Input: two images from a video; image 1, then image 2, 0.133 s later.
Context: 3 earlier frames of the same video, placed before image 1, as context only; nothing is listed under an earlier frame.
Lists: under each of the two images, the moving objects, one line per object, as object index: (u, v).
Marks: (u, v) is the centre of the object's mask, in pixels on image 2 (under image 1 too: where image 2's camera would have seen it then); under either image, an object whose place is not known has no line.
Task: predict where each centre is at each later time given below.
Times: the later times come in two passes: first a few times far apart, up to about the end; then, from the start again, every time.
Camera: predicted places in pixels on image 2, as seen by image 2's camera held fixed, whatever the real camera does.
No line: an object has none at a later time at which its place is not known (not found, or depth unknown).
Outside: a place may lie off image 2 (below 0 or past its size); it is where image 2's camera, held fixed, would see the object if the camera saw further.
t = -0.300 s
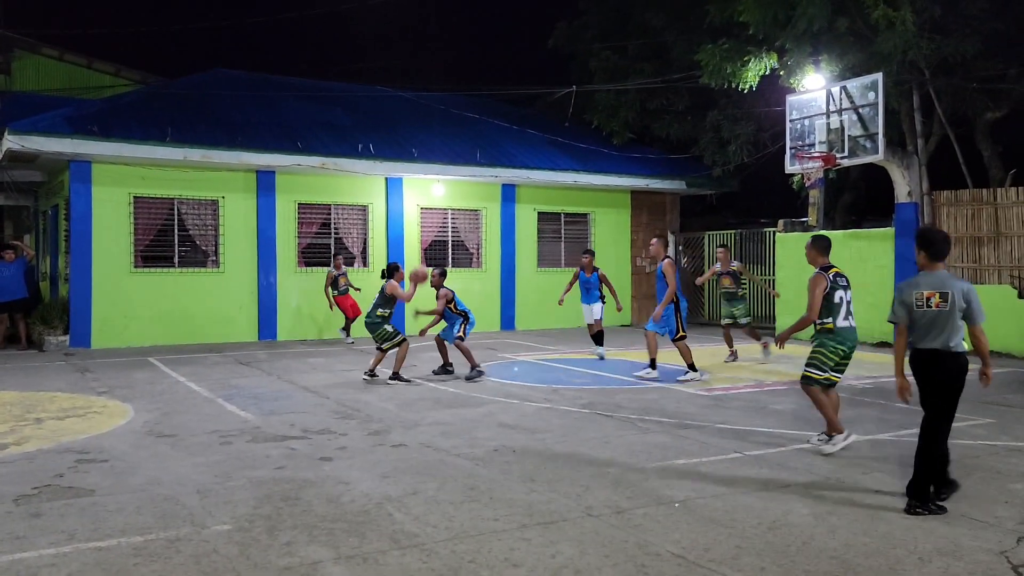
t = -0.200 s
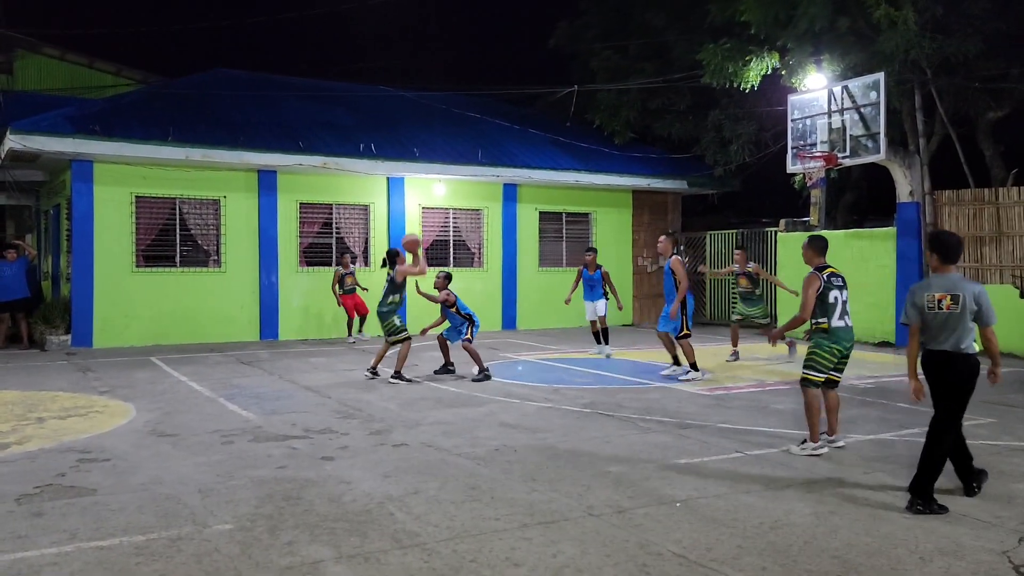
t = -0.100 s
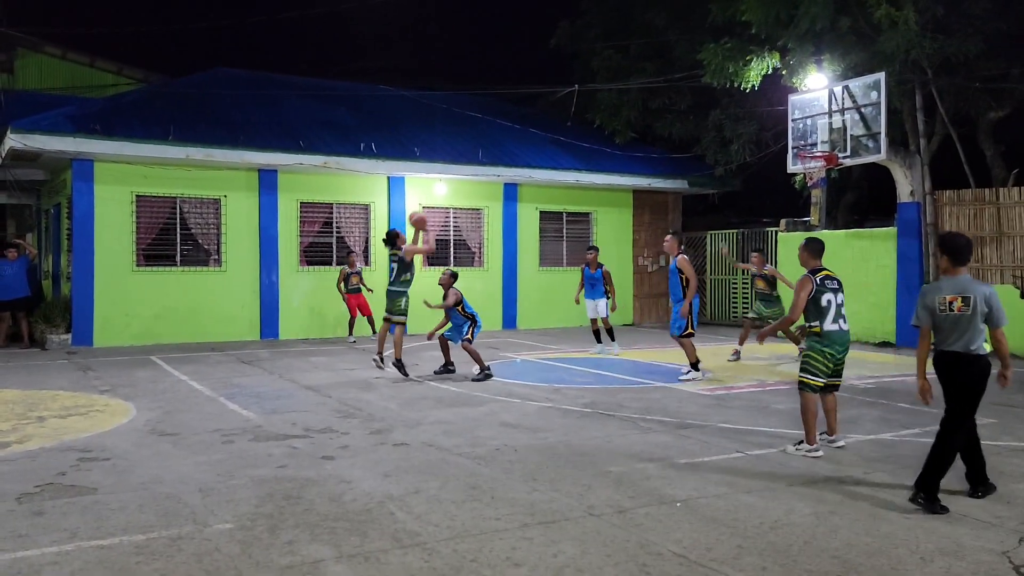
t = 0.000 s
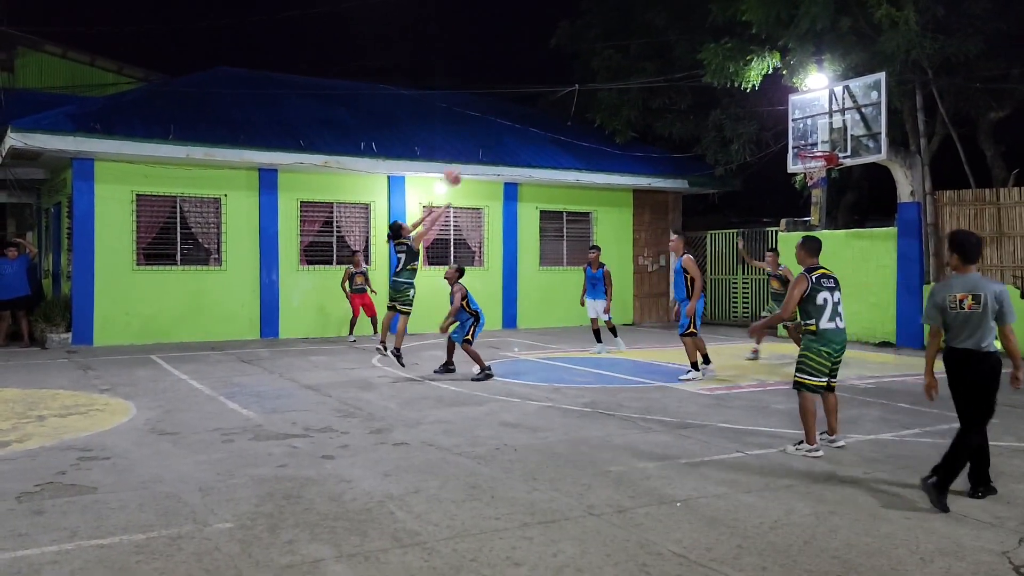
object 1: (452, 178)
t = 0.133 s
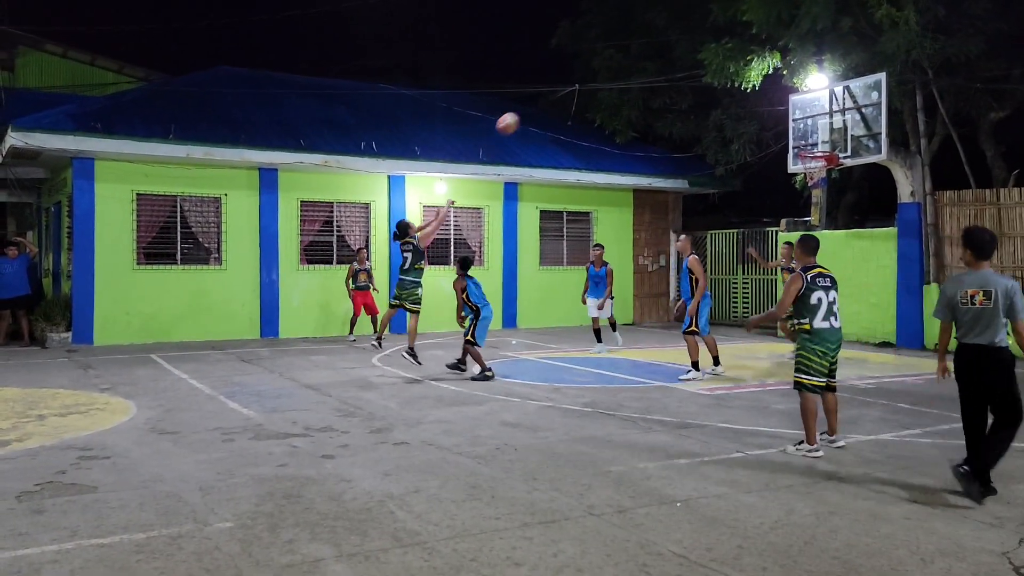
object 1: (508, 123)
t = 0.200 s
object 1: (534, 104)
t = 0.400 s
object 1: (606, 69)
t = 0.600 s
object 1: (672, 64)
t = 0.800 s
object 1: (730, 87)
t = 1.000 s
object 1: (782, 133)
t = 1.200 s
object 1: (803, 140)
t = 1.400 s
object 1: (795, 139)
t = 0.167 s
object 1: (521, 113)
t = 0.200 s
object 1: (534, 104)
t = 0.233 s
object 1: (547, 96)
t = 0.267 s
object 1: (559, 88)
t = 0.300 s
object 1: (571, 82)
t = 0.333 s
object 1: (583, 76)
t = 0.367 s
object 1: (595, 72)
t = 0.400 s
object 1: (606, 69)
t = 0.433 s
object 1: (618, 66)
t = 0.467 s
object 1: (629, 64)
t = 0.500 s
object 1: (640, 62)
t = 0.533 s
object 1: (651, 62)
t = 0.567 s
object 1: (661, 63)
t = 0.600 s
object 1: (672, 64)
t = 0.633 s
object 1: (682, 66)
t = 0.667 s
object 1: (692, 69)
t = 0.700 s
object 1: (702, 73)
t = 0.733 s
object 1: (711, 77)
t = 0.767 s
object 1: (721, 82)
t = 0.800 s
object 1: (730, 87)
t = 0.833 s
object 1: (739, 94)
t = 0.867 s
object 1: (749, 100)
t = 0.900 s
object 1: (758, 107)
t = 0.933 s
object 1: (766, 115)
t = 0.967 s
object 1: (774, 123)
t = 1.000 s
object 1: (782, 133)
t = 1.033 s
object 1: (792, 142)
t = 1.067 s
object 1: (797, 147)
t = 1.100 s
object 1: (798, 145)
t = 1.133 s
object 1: (800, 142)
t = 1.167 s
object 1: (801, 141)
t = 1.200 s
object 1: (803, 140)
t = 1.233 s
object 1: (804, 140)
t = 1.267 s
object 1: (805, 140)
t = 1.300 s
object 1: (806, 140)
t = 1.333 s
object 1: (803, 139)
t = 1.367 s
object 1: (799, 139)
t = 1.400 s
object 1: (795, 139)
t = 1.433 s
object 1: (792, 139)
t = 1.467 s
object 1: (787, 141)
